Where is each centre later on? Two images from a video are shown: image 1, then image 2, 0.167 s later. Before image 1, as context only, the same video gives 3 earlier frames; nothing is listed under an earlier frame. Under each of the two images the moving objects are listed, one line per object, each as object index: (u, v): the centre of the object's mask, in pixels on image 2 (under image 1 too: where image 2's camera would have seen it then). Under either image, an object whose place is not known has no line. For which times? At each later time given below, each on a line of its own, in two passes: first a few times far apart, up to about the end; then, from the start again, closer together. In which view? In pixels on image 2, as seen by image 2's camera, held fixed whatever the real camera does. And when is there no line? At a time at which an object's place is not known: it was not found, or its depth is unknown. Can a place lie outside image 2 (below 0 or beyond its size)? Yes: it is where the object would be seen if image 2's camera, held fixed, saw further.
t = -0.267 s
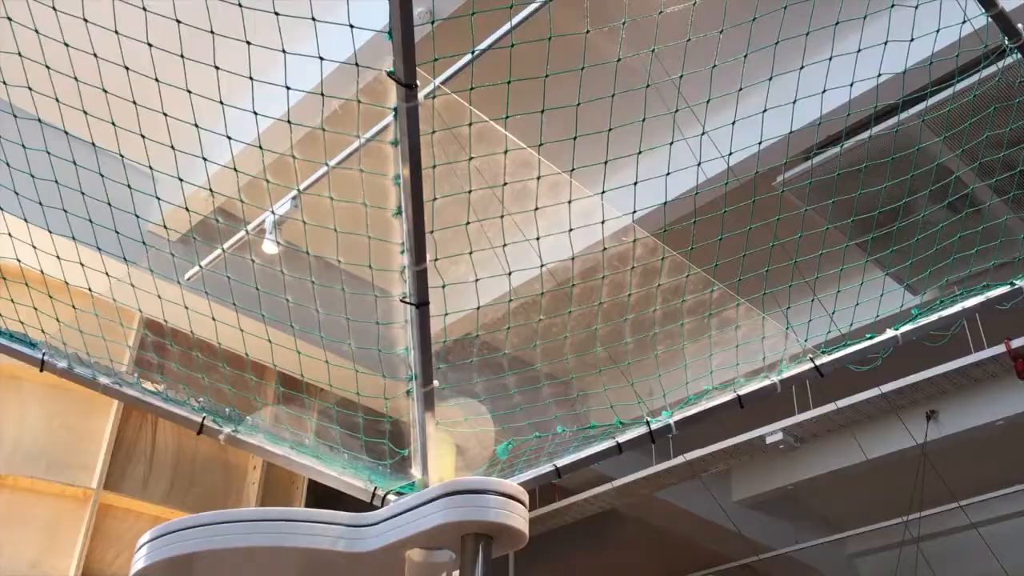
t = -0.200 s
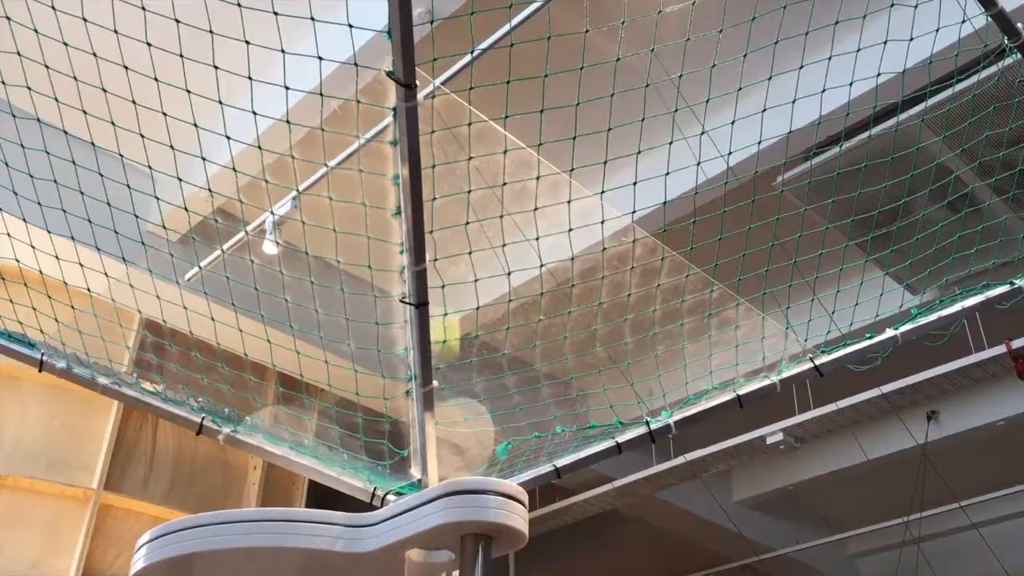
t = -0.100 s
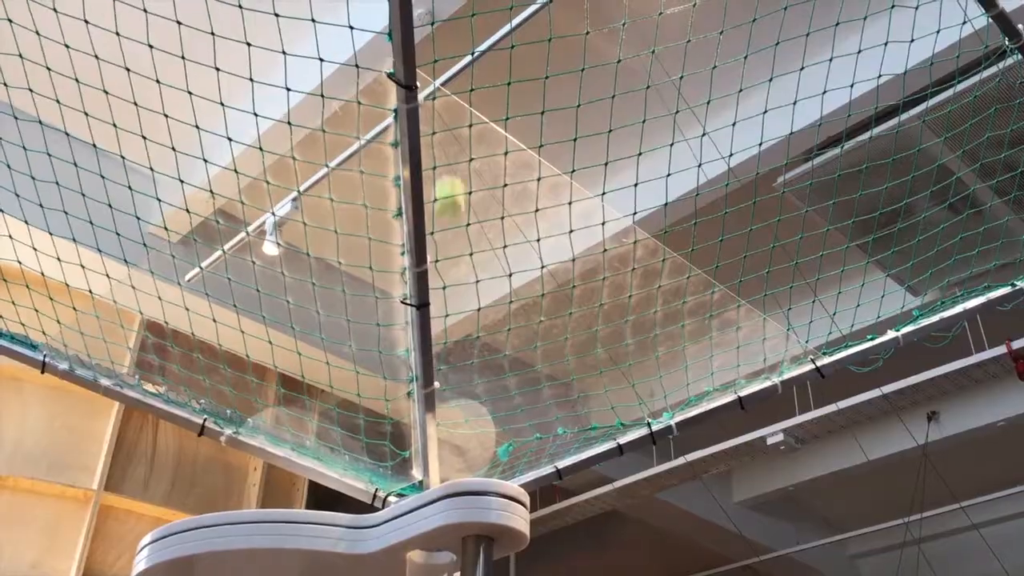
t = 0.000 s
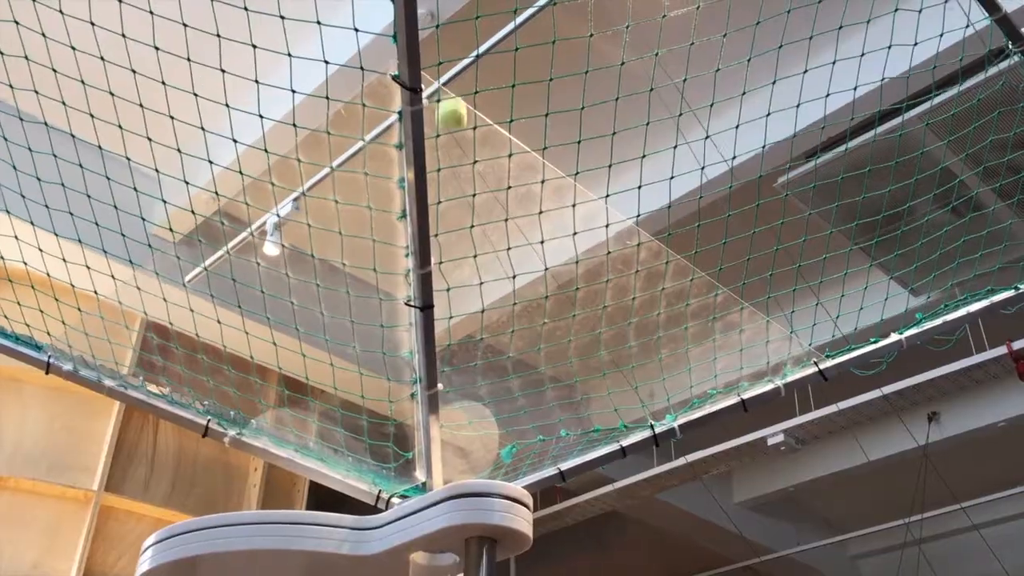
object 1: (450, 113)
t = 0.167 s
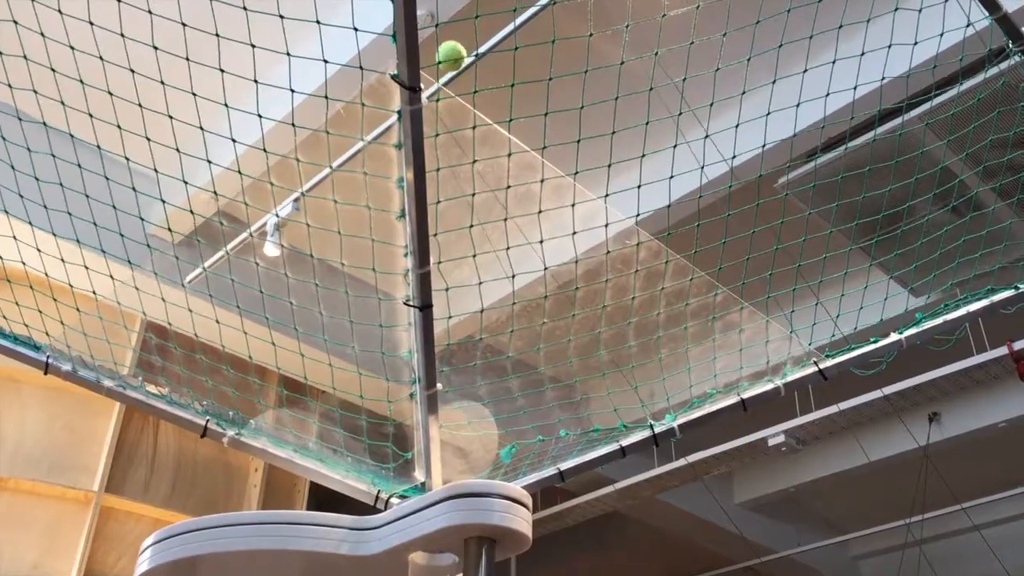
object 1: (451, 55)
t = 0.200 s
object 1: (452, 55)
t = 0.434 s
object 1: (441, 153)
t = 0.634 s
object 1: (408, 469)
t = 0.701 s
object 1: (457, 452)
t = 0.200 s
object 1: (452, 55)
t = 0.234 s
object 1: (452, 58)
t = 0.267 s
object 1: (452, 64)
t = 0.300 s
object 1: (452, 74)
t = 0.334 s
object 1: (451, 83)
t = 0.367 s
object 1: (447, 106)
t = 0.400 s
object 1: (444, 125)
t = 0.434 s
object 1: (441, 153)
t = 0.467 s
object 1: (440, 184)
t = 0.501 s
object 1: (438, 220)
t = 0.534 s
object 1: (437, 278)
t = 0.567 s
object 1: (438, 331)
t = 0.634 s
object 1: (408, 469)
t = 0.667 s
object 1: (456, 474)
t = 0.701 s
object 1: (457, 452)
